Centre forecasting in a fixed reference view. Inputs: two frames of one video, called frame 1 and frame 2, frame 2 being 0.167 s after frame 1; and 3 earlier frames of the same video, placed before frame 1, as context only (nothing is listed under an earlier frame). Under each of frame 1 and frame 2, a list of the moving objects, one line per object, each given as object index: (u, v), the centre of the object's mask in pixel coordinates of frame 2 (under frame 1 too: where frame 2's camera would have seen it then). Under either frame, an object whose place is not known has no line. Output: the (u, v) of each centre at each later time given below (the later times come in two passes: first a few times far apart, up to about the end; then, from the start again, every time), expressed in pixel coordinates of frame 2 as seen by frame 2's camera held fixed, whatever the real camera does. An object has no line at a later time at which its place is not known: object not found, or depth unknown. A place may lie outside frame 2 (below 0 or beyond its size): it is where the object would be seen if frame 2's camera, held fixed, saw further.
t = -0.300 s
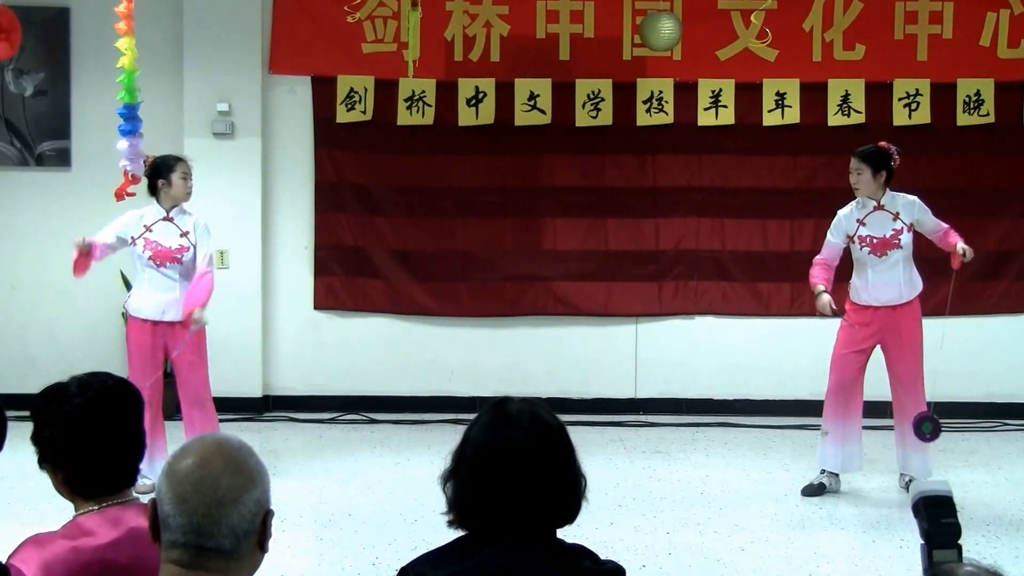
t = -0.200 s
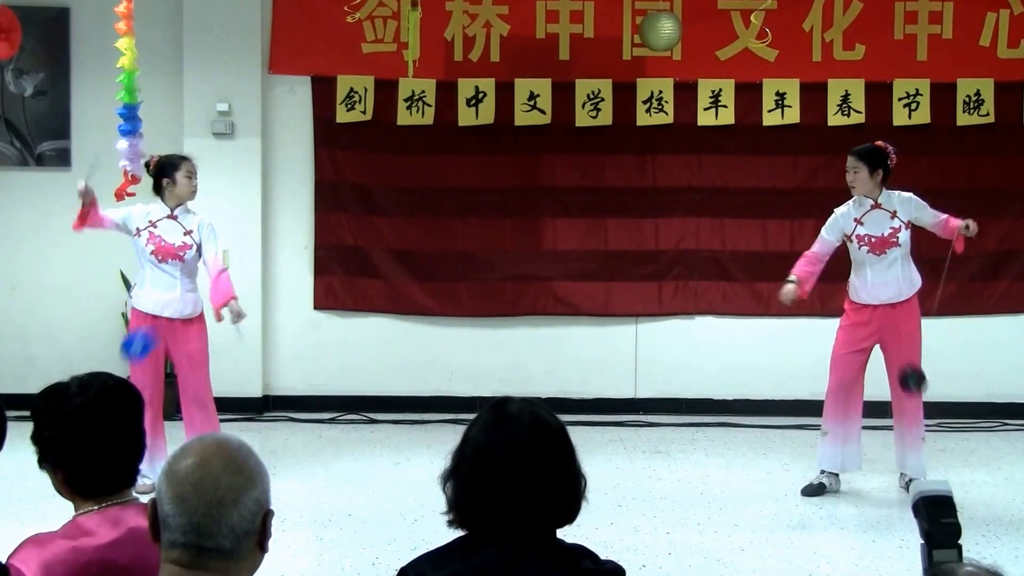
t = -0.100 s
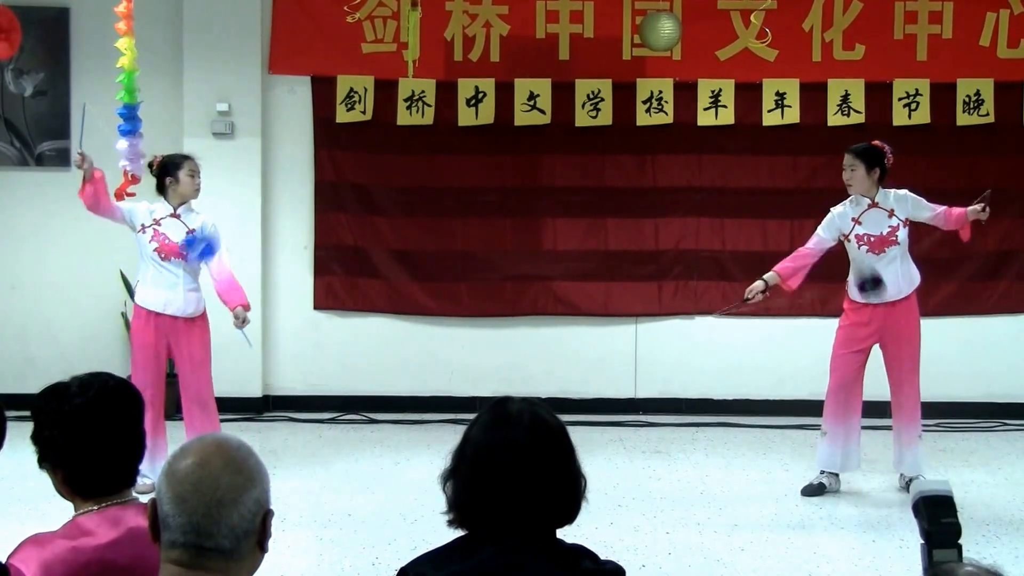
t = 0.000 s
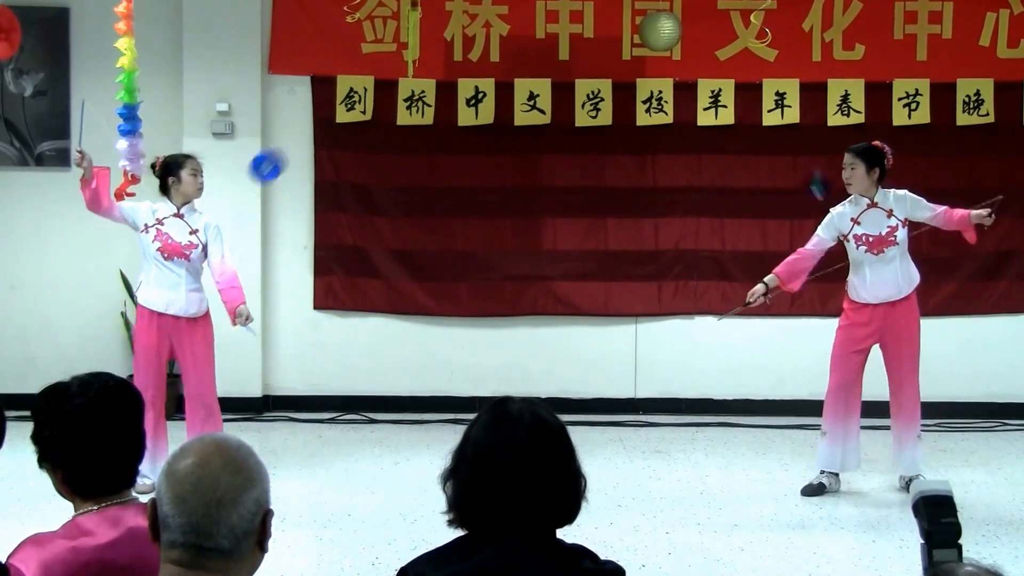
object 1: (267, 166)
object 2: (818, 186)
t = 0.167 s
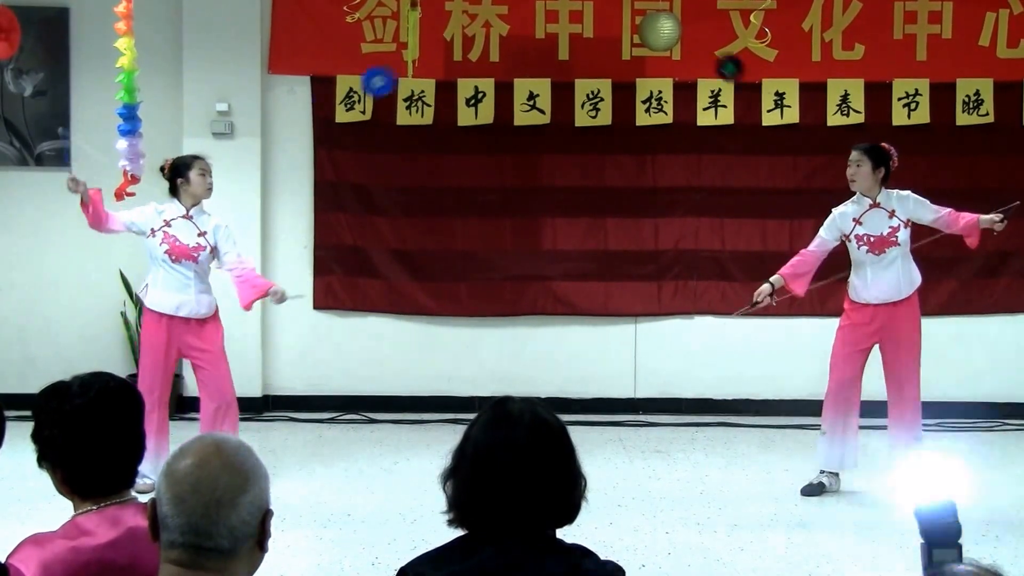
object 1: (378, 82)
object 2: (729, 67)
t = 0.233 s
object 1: (424, 64)
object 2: (695, 38)
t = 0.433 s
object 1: (557, 75)
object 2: (588, 9)
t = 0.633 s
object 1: (690, 180)
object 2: (480, 65)
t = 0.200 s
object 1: (397, 72)
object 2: (712, 51)
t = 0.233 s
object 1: (424, 64)
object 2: (695, 38)
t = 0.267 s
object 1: (445, 60)
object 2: (678, 26)
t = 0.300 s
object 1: (468, 58)
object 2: (659, 17)
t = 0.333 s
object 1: (491, 59)
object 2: (642, 12)
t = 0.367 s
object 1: (513, 62)
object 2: (624, 10)
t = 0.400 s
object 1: (535, 67)
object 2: (606, 9)
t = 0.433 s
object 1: (557, 75)
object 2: (588, 9)
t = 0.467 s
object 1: (578, 86)
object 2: (570, 11)
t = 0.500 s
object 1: (602, 100)
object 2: (552, 16)
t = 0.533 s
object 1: (624, 117)
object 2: (533, 24)
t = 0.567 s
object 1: (647, 136)
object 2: (515, 36)
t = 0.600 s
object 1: (668, 156)
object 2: (498, 48)
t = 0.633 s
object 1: (690, 180)
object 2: (480, 65)
